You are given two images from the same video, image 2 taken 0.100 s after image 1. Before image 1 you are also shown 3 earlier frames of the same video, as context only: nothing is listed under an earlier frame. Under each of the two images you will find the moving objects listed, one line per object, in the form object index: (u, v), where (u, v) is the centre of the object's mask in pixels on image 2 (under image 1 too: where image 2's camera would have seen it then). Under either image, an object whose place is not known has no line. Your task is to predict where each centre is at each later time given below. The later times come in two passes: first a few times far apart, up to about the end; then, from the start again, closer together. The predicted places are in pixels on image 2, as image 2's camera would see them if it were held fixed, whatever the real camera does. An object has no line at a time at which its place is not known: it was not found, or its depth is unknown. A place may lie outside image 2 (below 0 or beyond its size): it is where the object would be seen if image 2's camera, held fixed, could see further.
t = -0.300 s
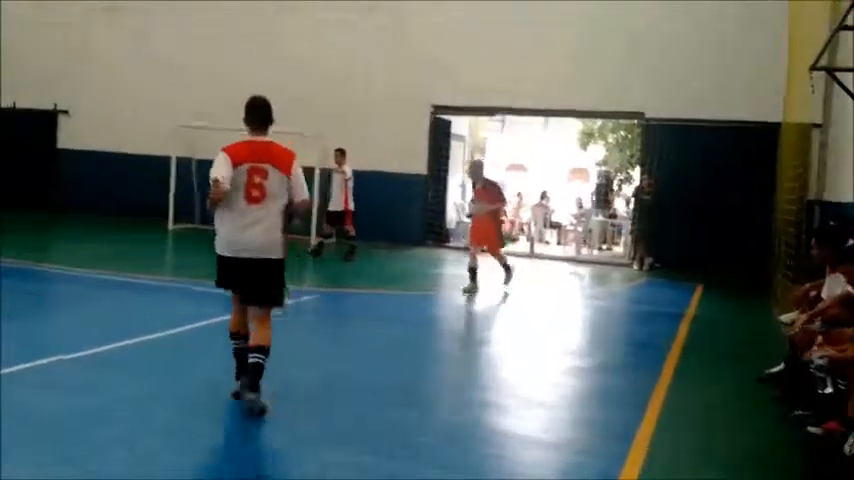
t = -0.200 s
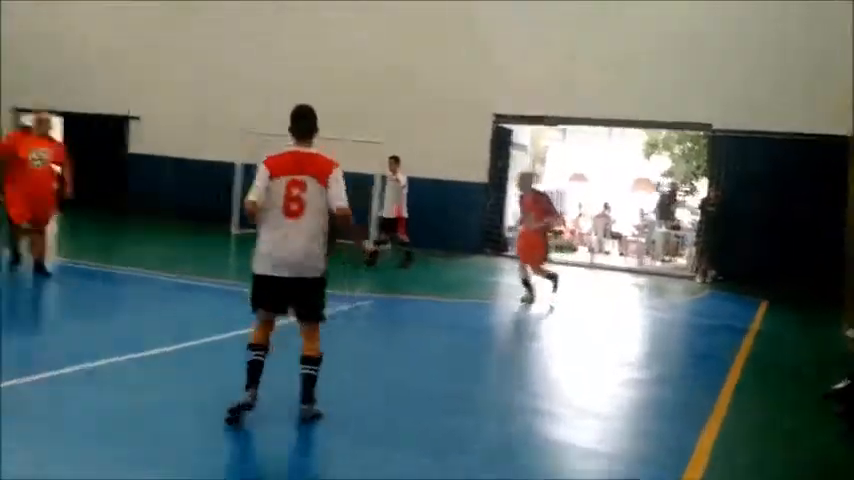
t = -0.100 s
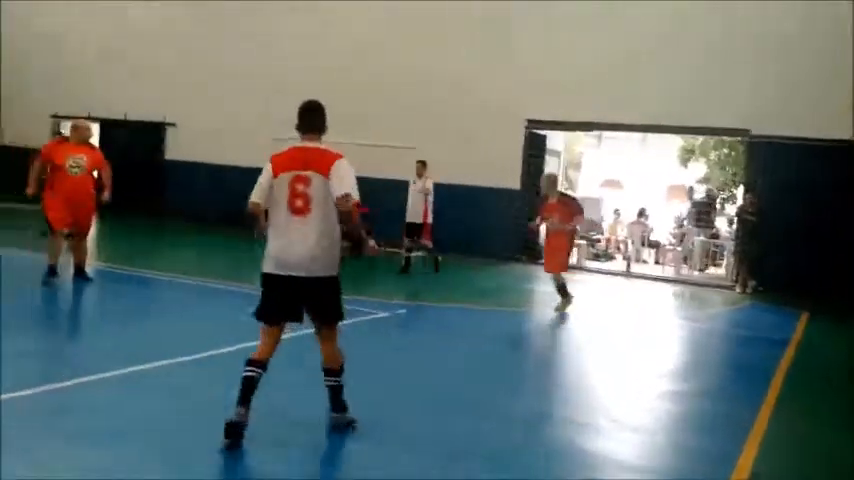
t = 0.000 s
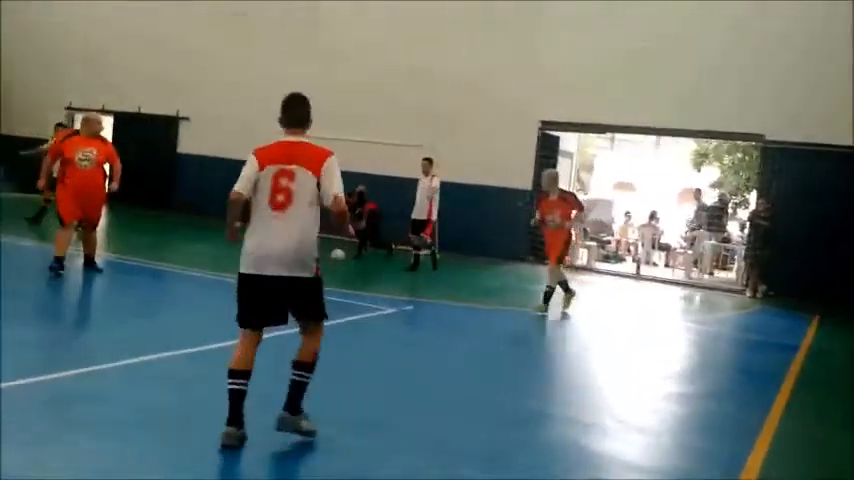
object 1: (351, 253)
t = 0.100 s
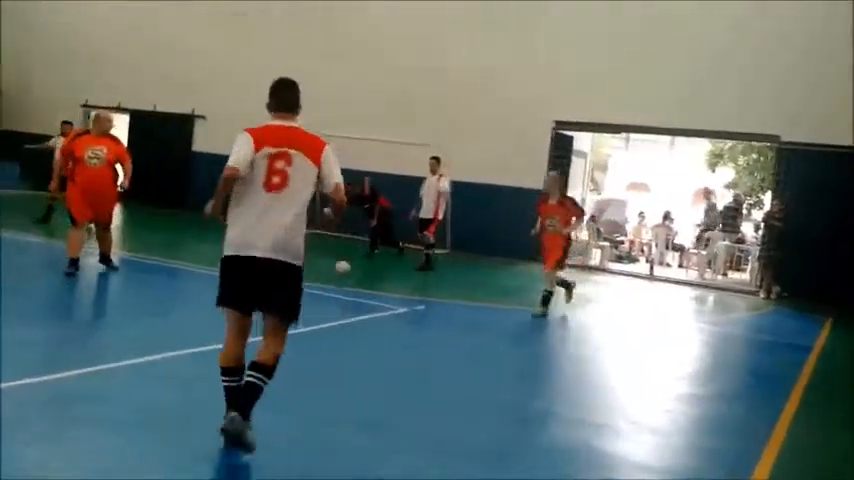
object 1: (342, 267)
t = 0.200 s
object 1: (334, 286)
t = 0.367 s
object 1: (309, 323)
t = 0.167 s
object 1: (336, 283)
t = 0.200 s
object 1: (334, 286)
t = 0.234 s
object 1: (330, 291)
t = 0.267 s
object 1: (324, 295)
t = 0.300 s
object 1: (322, 300)
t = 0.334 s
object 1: (315, 315)
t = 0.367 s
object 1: (309, 323)
